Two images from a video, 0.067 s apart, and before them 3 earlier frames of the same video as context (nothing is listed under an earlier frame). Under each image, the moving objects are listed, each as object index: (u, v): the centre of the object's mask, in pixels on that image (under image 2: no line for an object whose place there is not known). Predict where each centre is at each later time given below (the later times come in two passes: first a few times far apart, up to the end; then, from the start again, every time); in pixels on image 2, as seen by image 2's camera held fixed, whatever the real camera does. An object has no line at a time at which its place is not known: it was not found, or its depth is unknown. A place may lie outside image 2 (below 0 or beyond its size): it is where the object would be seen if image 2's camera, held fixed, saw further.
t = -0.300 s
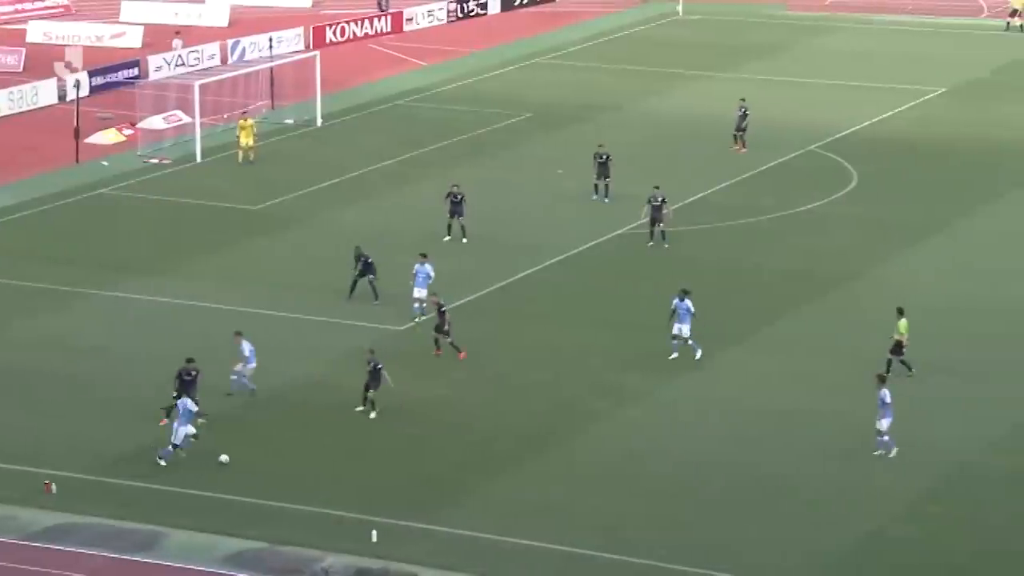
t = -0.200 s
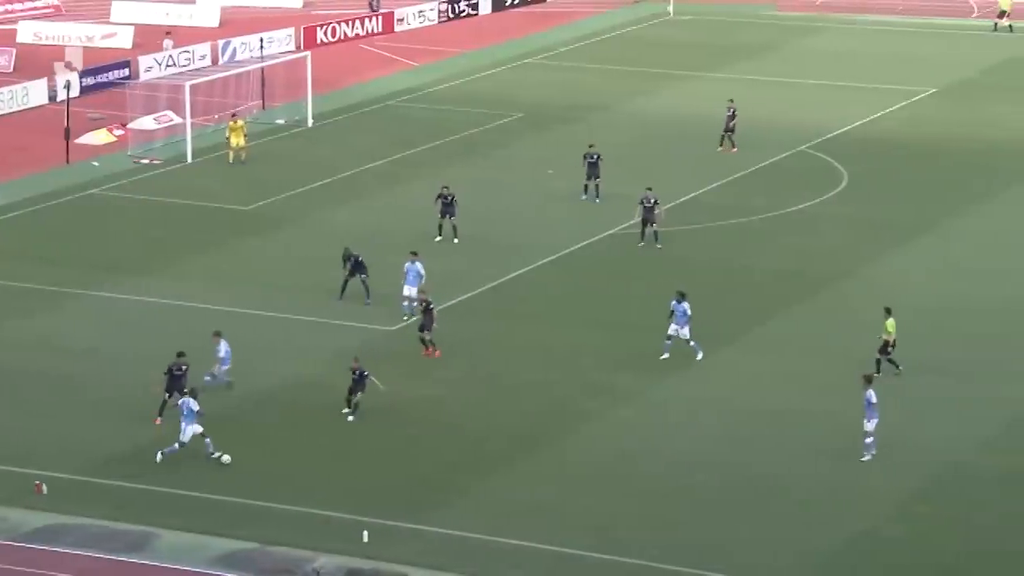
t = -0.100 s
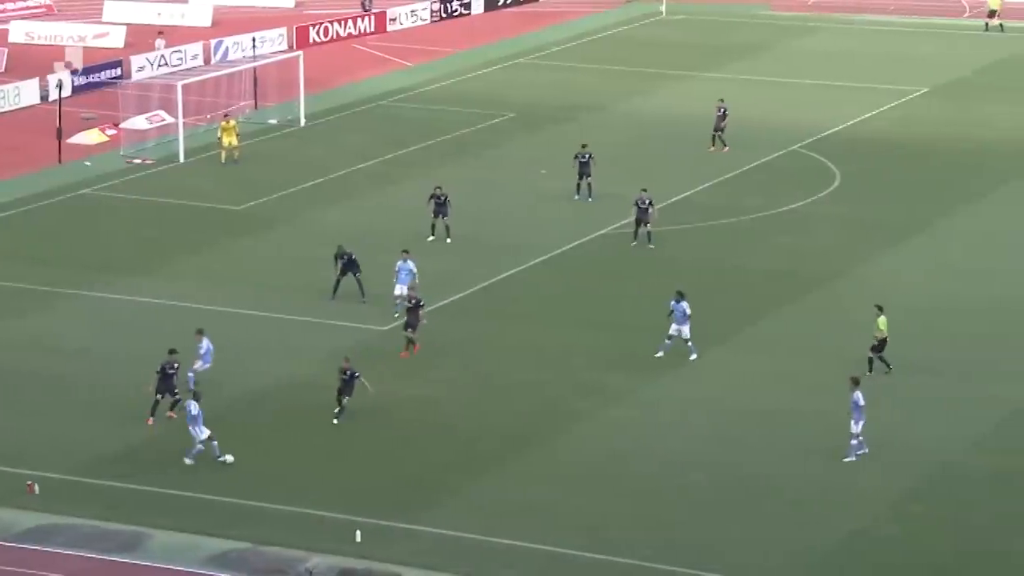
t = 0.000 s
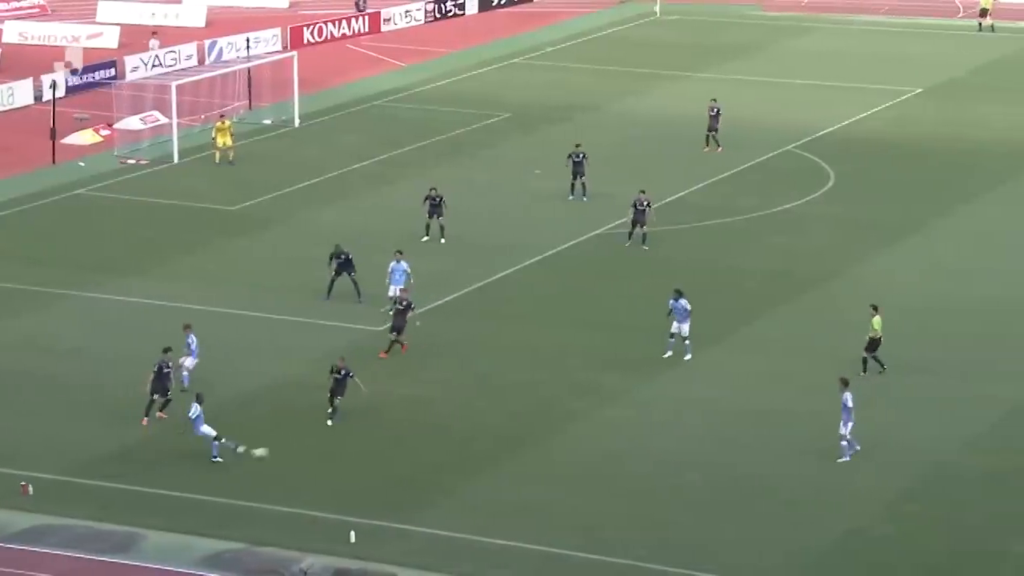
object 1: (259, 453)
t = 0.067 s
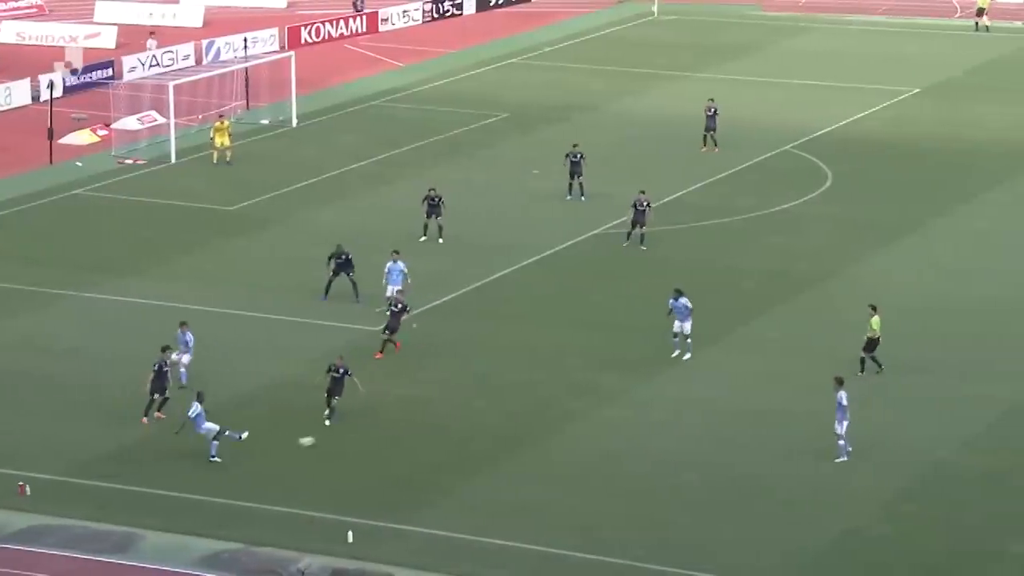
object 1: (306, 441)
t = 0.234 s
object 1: (416, 417)
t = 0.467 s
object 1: (540, 388)
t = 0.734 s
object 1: (650, 363)
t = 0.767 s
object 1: (662, 360)
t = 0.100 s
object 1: (330, 436)
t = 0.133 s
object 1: (352, 431)
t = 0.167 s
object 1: (375, 426)
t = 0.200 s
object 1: (395, 422)
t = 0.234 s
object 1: (416, 417)
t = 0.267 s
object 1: (435, 412)
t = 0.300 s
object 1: (454, 408)
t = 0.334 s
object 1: (472, 404)
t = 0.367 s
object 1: (490, 399)
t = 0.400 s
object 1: (507, 395)
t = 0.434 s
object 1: (523, 391)
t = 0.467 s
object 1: (540, 388)
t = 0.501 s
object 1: (555, 385)
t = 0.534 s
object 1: (570, 381)
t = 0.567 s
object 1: (584, 378)
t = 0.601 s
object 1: (598, 375)
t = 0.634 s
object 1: (612, 372)
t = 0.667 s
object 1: (625, 368)
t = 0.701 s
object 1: (638, 365)
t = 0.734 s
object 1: (650, 363)
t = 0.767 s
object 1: (662, 360)
